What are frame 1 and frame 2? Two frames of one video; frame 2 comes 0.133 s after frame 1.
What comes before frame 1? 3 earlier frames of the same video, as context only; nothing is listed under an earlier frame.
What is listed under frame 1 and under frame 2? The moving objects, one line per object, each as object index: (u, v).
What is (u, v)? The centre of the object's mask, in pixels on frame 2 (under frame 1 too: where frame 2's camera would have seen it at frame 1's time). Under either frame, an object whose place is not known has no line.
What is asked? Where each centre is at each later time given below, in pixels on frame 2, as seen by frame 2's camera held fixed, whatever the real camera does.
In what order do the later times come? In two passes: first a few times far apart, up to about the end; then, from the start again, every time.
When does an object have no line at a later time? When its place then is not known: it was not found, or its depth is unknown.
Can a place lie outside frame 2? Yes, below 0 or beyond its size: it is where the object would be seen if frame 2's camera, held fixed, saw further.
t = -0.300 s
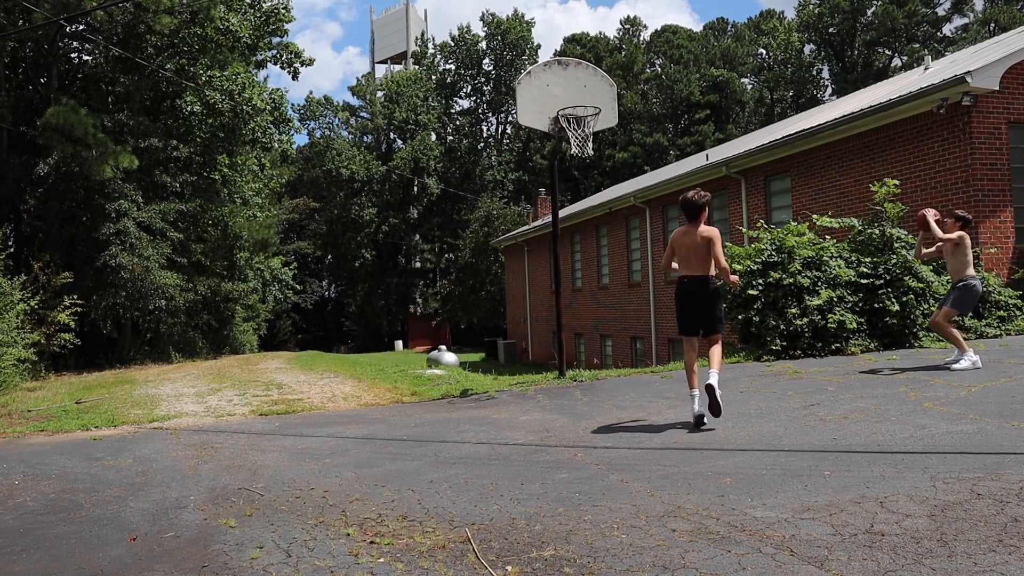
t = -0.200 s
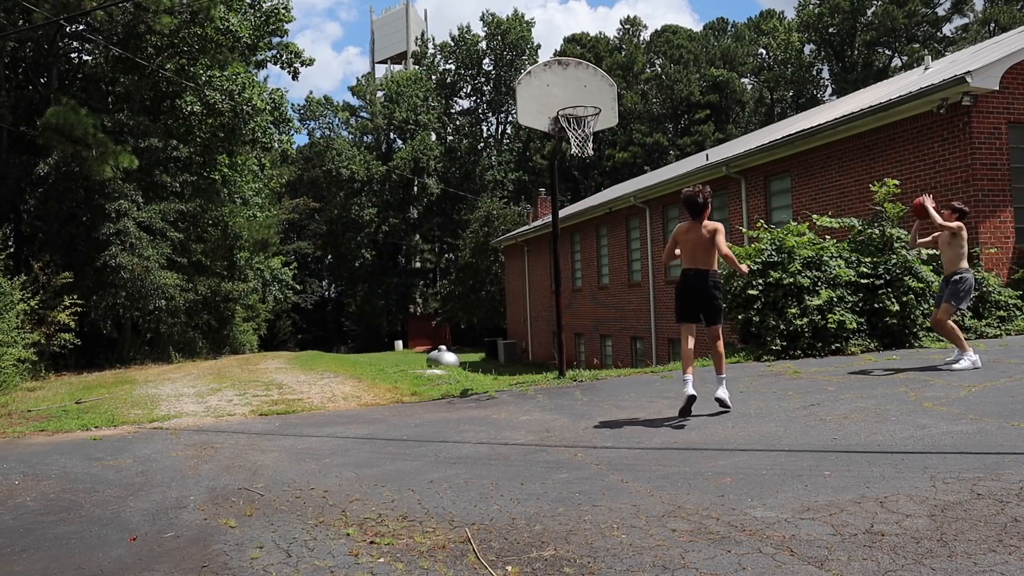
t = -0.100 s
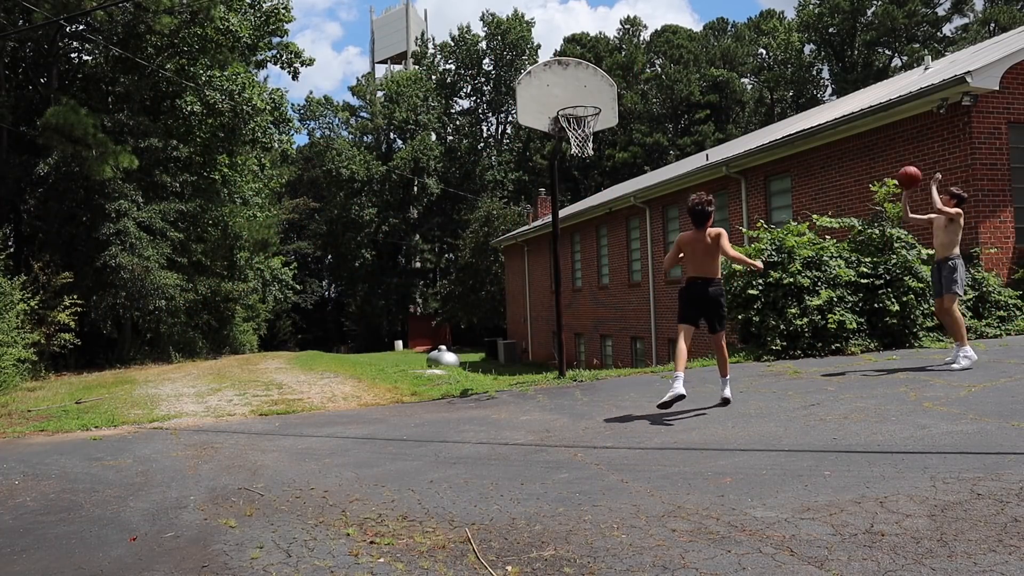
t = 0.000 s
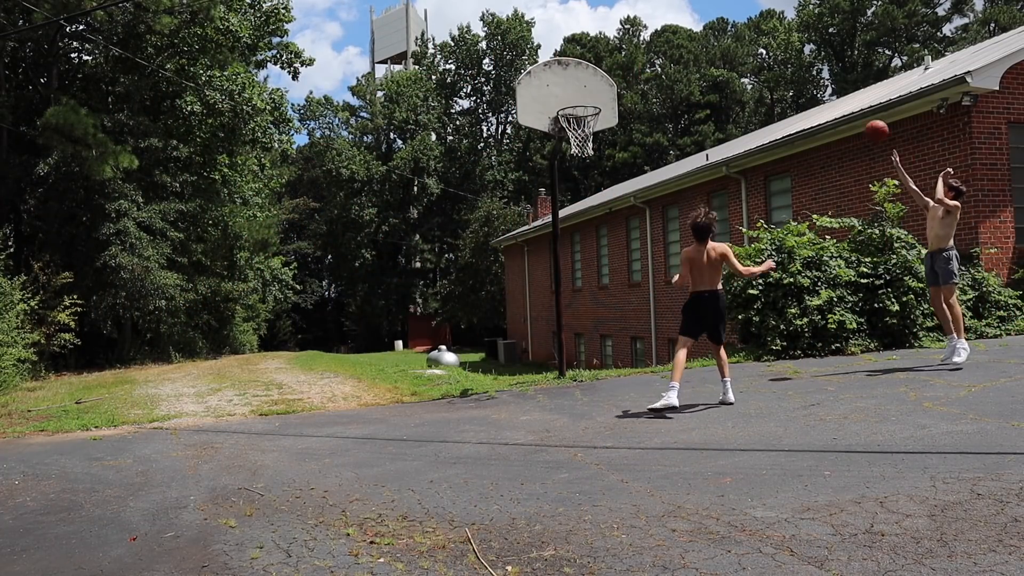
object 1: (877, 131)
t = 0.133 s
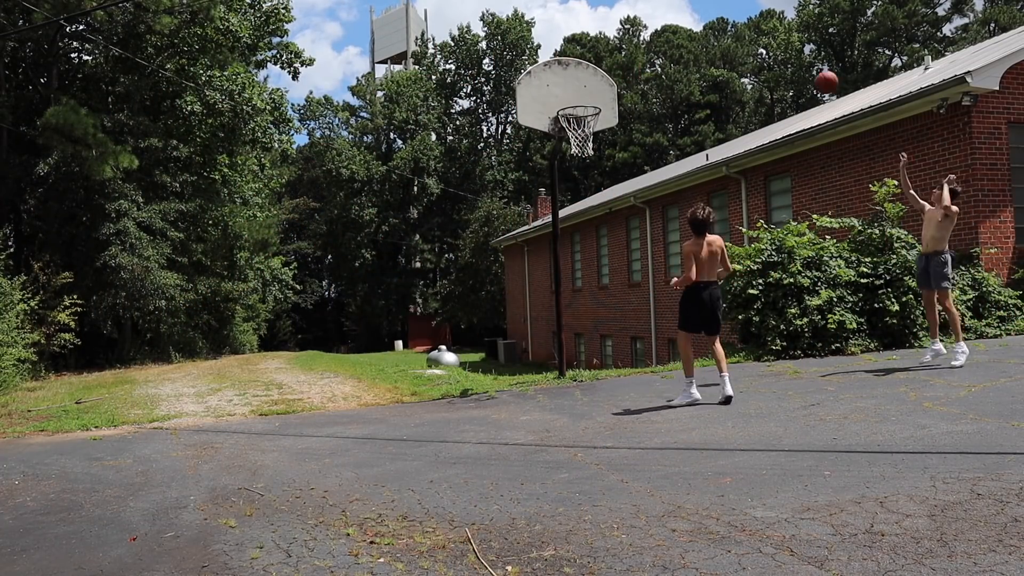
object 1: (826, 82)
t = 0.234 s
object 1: (791, 56)
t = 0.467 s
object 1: (710, 32)
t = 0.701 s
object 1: (635, 57)
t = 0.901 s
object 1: (572, 117)
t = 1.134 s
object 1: (565, 131)
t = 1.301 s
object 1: (575, 159)
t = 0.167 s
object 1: (814, 72)
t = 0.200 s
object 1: (803, 64)
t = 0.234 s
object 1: (791, 56)
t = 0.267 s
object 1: (778, 50)
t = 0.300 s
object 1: (767, 44)
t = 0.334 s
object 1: (755, 40)
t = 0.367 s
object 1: (744, 36)
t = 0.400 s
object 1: (732, 35)
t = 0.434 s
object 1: (721, 33)
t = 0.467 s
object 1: (710, 32)
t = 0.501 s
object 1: (699, 33)
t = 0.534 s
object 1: (688, 35)
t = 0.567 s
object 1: (677, 37)
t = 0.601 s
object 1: (667, 40)
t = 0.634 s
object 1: (656, 46)
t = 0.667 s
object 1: (645, 51)
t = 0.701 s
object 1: (635, 57)
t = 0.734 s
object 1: (624, 65)
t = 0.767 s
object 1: (613, 73)
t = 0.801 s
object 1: (603, 83)
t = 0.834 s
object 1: (592, 93)
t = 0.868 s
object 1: (582, 104)
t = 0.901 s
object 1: (572, 117)
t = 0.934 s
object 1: (565, 123)
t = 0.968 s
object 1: (564, 121)
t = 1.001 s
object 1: (562, 127)
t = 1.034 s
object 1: (563, 127)
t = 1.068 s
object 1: (563, 128)
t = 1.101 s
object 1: (564, 129)
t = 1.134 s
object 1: (565, 131)
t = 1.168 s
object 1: (567, 135)
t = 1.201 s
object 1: (567, 141)
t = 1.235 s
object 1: (571, 145)
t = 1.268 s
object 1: (573, 152)
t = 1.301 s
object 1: (575, 159)
